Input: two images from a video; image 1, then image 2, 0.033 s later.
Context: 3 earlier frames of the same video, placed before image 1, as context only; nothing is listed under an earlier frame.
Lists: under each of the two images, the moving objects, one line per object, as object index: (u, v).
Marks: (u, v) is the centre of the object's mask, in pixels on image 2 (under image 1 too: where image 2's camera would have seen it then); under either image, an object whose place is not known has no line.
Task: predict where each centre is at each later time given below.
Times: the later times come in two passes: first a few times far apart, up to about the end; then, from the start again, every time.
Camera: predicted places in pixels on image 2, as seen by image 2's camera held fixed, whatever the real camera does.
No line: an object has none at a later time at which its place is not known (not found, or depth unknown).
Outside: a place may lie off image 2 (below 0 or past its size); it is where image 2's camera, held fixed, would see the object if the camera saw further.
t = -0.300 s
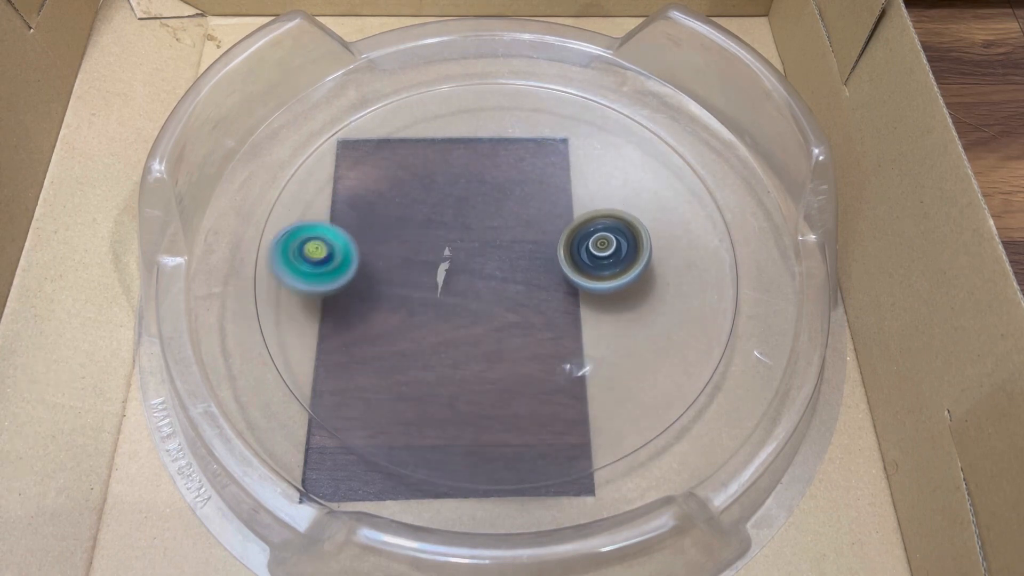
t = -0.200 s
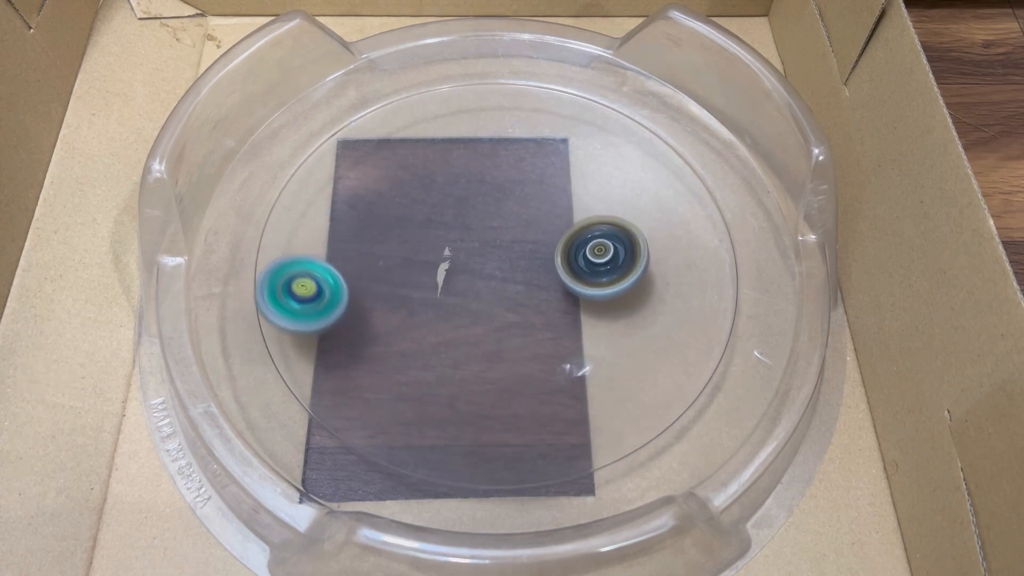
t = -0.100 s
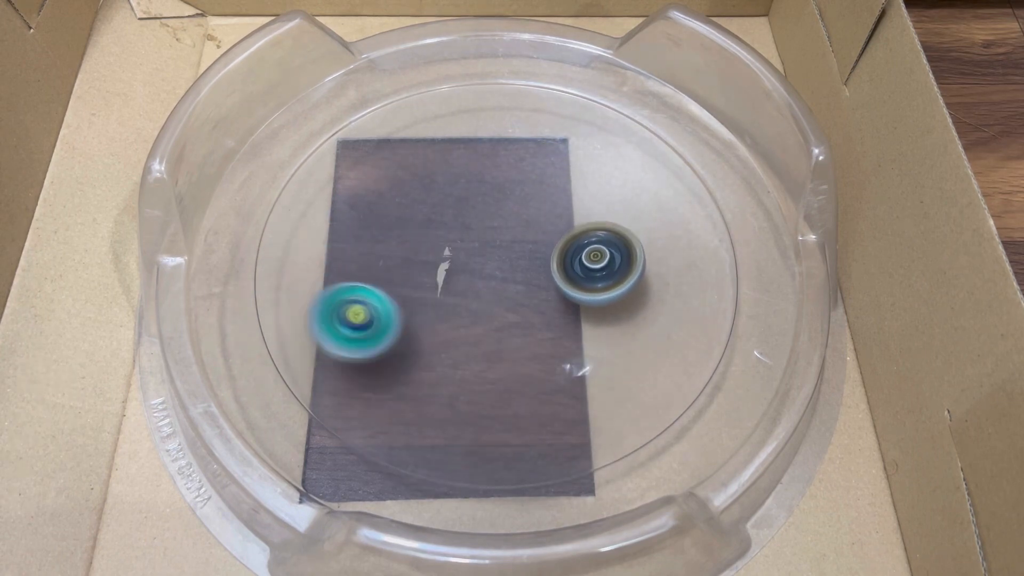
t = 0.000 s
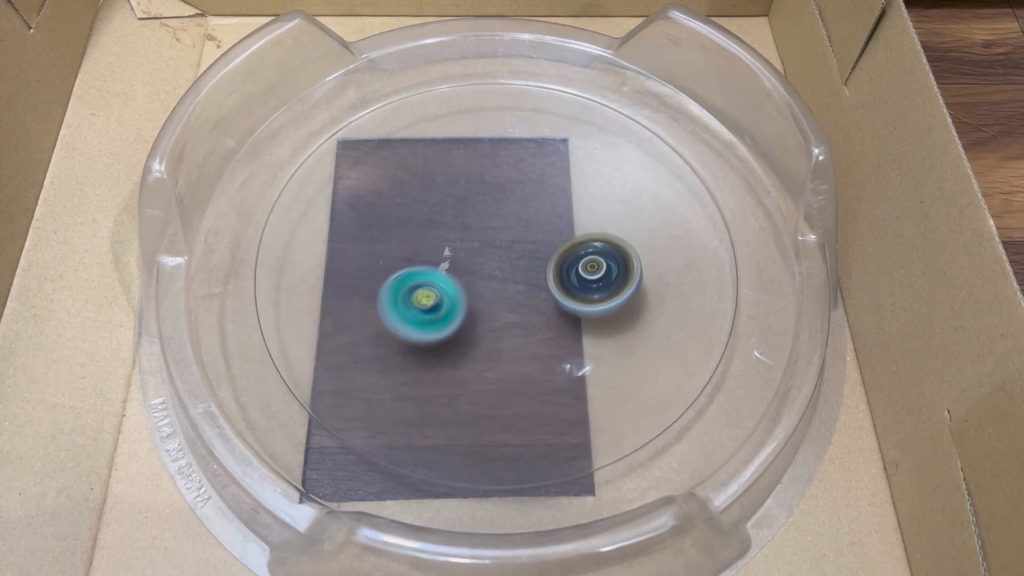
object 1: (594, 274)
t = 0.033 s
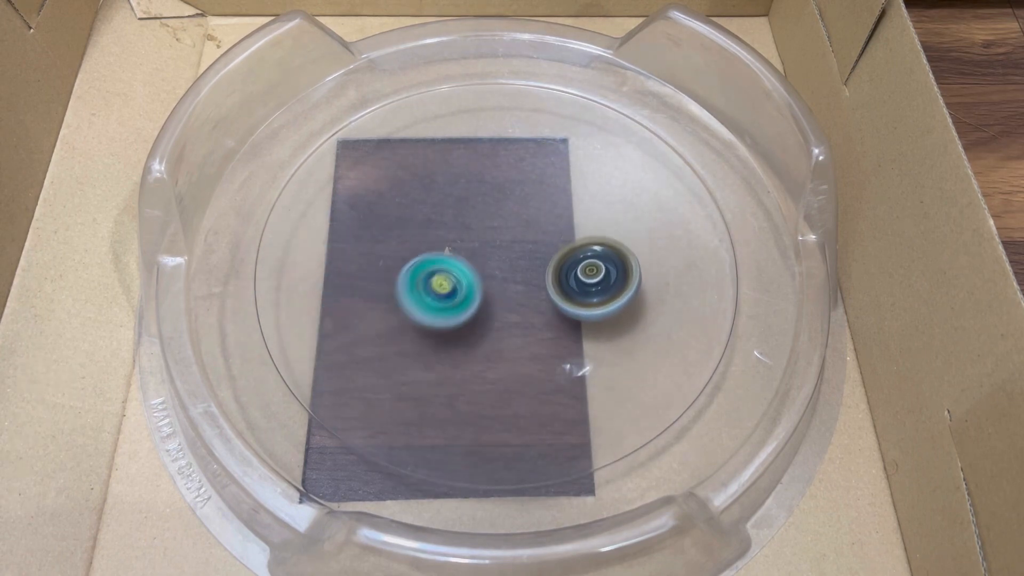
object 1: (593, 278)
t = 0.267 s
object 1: (577, 303)
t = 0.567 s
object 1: (559, 329)
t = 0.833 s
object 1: (535, 338)
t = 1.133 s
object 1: (498, 343)
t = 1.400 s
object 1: (465, 335)
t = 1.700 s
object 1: (431, 316)
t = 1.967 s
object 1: (405, 303)
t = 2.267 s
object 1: (407, 268)
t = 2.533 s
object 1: (399, 239)
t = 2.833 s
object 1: (419, 216)
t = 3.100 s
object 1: (443, 195)
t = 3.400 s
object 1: (467, 180)
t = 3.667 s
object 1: (500, 176)
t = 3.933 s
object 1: (529, 179)
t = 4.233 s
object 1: (555, 196)
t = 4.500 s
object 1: (582, 215)
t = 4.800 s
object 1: (606, 233)
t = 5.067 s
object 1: (604, 255)
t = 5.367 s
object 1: (592, 291)
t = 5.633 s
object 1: (578, 313)
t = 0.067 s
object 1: (592, 281)
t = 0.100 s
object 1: (591, 285)
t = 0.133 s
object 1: (588, 288)
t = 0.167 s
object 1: (586, 292)
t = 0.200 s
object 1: (583, 296)
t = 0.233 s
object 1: (580, 299)
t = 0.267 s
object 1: (577, 303)
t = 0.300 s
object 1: (576, 306)
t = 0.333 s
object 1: (574, 309)
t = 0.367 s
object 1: (572, 312)
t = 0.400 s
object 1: (569, 316)
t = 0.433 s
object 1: (567, 319)
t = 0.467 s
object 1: (565, 322)
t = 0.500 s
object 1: (563, 324)
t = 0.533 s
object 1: (561, 327)
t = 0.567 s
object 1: (559, 329)
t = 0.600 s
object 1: (557, 331)
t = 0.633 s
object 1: (554, 333)
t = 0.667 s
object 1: (552, 334)
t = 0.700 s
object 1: (549, 335)
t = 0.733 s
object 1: (546, 335)
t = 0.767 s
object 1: (543, 336)
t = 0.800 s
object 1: (539, 337)
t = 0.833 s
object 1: (535, 338)
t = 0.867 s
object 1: (531, 339)
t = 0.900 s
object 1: (525, 340)
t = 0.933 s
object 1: (520, 340)
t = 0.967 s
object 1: (516, 340)
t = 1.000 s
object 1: (512, 340)
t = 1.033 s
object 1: (509, 341)
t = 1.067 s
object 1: (507, 342)
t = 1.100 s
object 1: (502, 343)
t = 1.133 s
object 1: (498, 343)
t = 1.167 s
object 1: (494, 342)
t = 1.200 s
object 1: (489, 341)
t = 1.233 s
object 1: (485, 341)
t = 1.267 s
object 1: (481, 340)
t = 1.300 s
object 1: (478, 339)
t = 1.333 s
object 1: (474, 338)
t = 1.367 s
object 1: (469, 337)
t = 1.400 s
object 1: (465, 335)
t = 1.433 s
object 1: (461, 334)
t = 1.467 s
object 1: (456, 332)
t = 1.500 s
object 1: (452, 330)
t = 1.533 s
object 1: (448, 329)
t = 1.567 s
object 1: (445, 326)
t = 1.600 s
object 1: (442, 323)
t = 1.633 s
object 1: (439, 321)
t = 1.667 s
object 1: (435, 318)
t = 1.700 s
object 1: (431, 316)
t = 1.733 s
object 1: (427, 315)
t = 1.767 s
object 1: (423, 314)
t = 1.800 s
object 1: (419, 313)
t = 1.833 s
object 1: (415, 312)
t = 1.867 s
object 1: (411, 310)
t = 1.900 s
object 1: (408, 308)
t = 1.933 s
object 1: (406, 306)
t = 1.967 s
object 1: (405, 303)
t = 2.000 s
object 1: (405, 300)
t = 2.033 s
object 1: (405, 297)
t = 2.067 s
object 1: (405, 294)
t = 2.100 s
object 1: (406, 290)
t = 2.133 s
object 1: (406, 286)
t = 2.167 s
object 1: (407, 281)
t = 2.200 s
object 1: (408, 276)
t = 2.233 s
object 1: (408, 272)
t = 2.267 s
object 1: (407, 268)
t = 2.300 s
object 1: (404, 264)
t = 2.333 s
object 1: (401, 260)
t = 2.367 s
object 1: (400, 256)
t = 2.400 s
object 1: (399, 253)
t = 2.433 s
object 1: (398, 249)
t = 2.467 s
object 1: (397, 245)
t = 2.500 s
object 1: (398, 242)
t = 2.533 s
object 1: (399, 239)
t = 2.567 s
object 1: (401, 237)
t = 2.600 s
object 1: (403, 234)
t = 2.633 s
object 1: (405, 232)
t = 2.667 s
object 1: (407, 229)
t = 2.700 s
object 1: (410, 225)
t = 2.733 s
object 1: (412, 222)
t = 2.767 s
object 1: (415, 219)
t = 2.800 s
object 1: (418, 218)
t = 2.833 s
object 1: (419, 216)
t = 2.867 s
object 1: (420, 213)
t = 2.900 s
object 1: (422, 210)
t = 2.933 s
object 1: (426, 207)
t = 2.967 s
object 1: (430, 204)
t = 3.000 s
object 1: (435, 202)
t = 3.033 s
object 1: (438, 199)
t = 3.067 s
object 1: (441, 197)
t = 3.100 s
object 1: (443, 195)
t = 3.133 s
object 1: (445, 192)
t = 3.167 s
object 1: (448, 189)
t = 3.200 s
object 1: (450, 186)
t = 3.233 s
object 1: (453, 184)
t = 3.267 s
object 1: (456, 184)
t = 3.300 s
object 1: (457, 183)
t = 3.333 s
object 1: (459, 182)
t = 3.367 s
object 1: (462, 181)
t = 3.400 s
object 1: (467, 180)
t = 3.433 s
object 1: (471, 180)
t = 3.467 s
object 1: (476, 179)
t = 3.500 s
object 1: (480, 180)
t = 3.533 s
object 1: (483, 180)
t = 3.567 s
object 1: (486, 178)
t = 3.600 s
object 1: (490, 177)
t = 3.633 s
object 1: (495, 176)
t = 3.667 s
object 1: (500, 176)
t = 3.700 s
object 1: (505, 176)
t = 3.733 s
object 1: (509, 176)
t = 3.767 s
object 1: (513, 176)
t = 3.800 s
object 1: (517, 175)
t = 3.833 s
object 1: (521, 174)
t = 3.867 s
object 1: (525, 175)
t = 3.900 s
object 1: (528, 177)
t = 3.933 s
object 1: (529, 179)
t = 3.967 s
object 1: (530, 180)
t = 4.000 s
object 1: (531, 180)
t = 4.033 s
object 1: (534, 180)
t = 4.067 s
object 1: (538, 181)
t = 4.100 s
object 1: (542, 184)
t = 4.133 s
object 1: (546, 187)
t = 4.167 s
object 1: (549, 191)
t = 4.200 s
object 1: (552, 194)
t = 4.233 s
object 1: (555, 196)
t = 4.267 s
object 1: (559, 199)
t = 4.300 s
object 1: (562, 201)
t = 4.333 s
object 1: (566, 204)
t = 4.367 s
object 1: (569, 207)
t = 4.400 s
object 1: (572, 209)
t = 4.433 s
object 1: (576, 212)
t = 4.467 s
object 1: (579, 213)
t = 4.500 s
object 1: (582, 215)
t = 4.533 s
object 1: (586, 217)
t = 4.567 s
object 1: (589, 219)
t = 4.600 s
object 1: (591, 222)
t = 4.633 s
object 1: (594, 224)
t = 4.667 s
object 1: (596, 226)
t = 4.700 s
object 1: (599, 228)
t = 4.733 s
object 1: (602, 230)
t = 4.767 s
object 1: (604, 231)
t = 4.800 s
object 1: (606, 233)
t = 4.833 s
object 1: (607, 235)
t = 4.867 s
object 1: (608, 238)
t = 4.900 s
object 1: (608, 239)
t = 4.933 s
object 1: (608, 242)
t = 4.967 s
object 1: (607, 245)
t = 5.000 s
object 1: (606, 248)
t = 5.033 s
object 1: (605, 251)
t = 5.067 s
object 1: (604, 255)
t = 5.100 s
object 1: (602, 258)
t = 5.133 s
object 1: (600, 262)
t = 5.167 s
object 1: (598, 267)
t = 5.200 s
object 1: (597, 272)
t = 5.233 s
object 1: (596, 277)
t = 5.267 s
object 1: (595, 281)
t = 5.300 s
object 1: (594, 286)
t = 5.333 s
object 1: (593, 289)
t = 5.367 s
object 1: (592, 291)
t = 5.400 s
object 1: (591, 294)
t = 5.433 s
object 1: (590, 297)
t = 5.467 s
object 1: (589, 300)
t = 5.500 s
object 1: (587, 304)
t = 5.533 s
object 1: (584, 306)
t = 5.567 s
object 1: (582, 309)
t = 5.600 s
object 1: (580, 311)
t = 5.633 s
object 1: (578, 313)
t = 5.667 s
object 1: (577, 314)
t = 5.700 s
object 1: (574, 317)
